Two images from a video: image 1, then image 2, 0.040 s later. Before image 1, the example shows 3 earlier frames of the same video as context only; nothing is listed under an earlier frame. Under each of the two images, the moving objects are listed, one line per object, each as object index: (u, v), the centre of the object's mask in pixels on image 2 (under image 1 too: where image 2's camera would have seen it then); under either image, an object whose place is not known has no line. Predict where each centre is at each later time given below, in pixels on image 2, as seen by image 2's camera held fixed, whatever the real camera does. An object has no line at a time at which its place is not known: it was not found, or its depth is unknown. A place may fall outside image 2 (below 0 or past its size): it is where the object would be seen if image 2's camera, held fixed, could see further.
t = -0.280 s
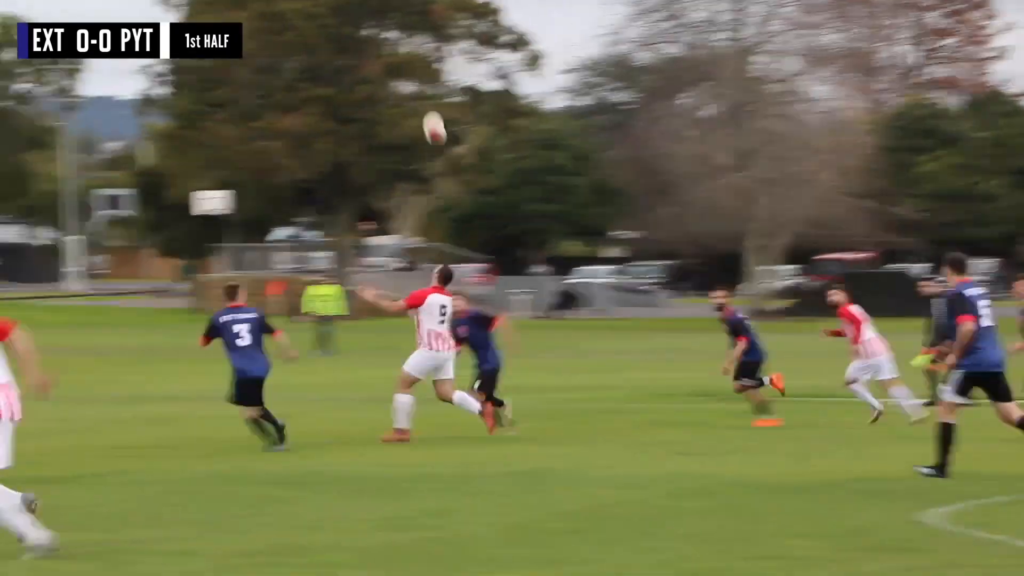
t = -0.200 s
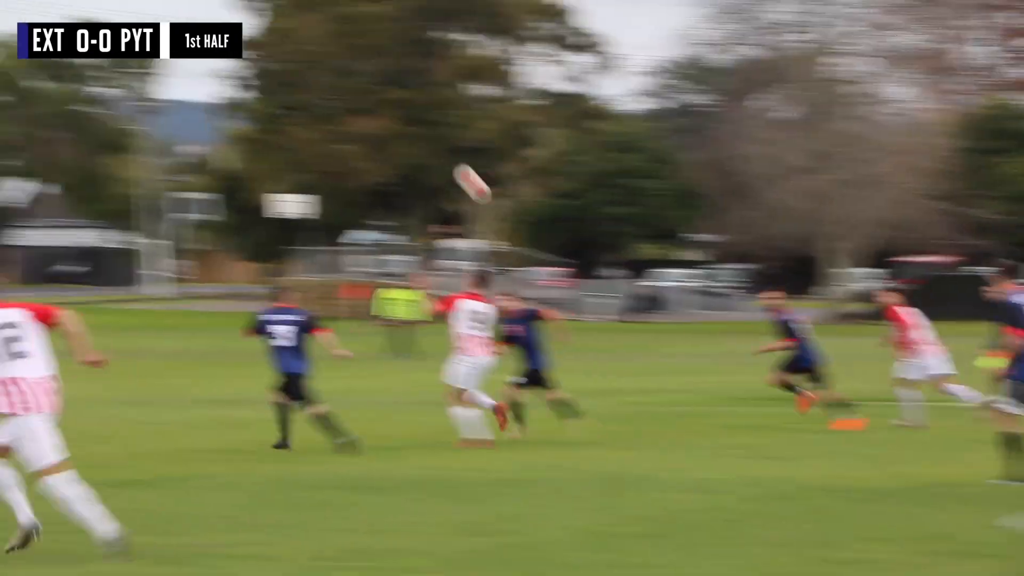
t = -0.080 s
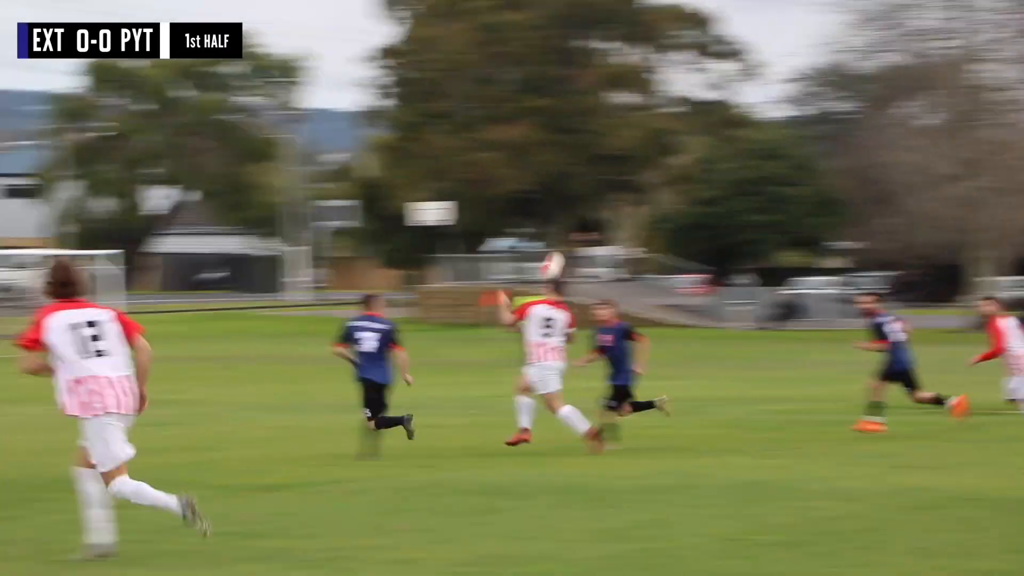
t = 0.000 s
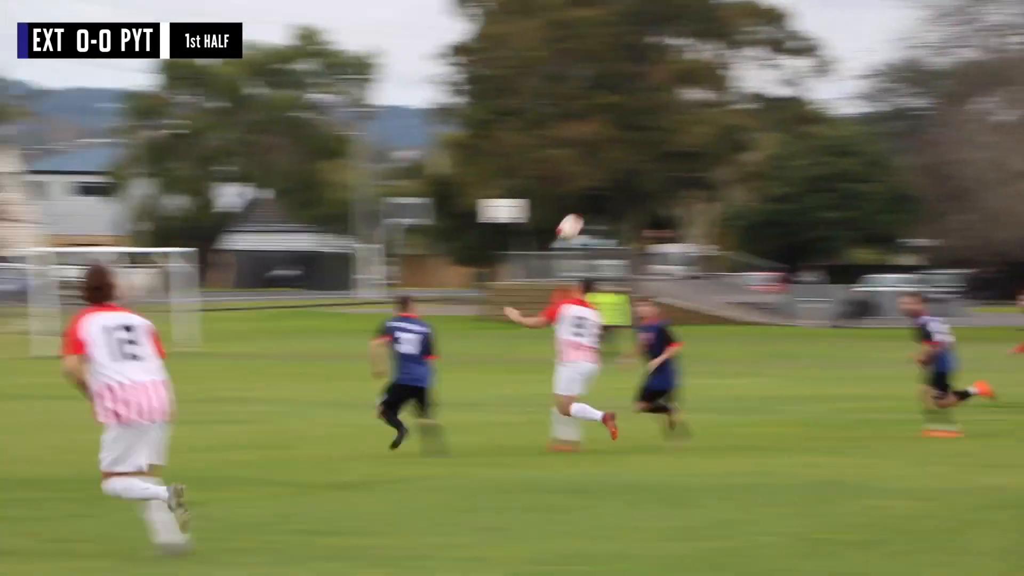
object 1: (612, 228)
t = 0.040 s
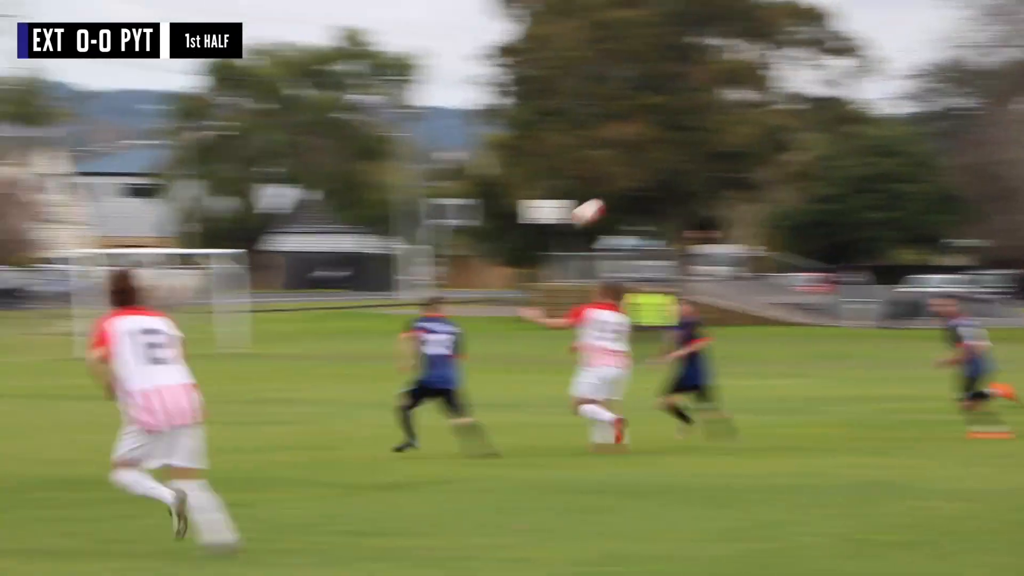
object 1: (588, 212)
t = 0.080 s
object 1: (566, 194)
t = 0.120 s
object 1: (532, 183)
